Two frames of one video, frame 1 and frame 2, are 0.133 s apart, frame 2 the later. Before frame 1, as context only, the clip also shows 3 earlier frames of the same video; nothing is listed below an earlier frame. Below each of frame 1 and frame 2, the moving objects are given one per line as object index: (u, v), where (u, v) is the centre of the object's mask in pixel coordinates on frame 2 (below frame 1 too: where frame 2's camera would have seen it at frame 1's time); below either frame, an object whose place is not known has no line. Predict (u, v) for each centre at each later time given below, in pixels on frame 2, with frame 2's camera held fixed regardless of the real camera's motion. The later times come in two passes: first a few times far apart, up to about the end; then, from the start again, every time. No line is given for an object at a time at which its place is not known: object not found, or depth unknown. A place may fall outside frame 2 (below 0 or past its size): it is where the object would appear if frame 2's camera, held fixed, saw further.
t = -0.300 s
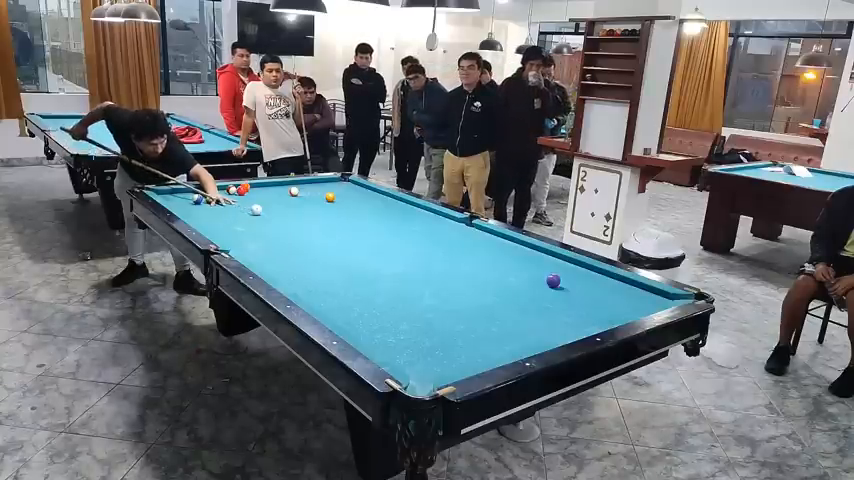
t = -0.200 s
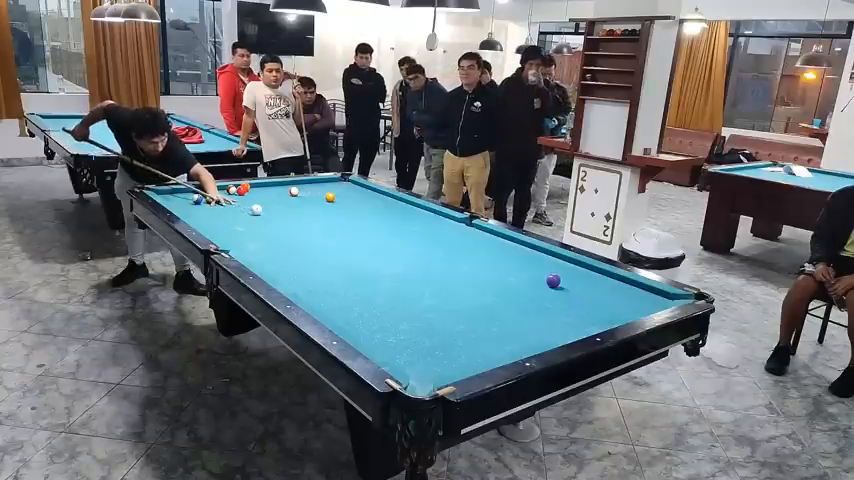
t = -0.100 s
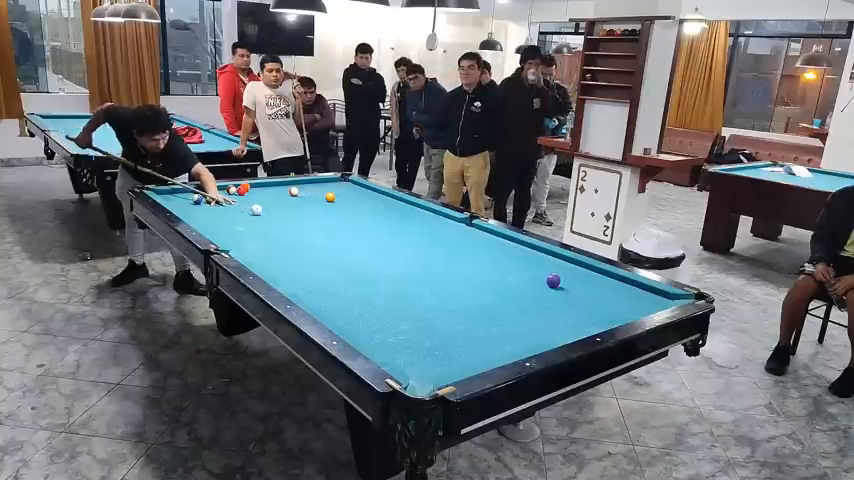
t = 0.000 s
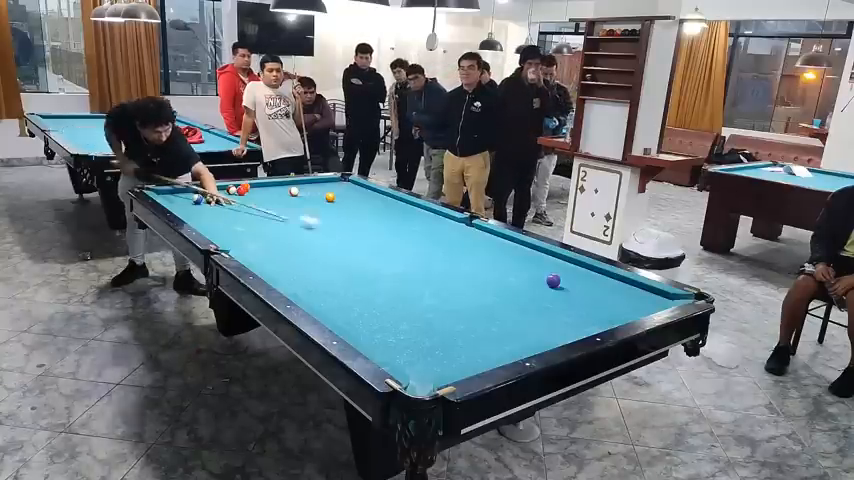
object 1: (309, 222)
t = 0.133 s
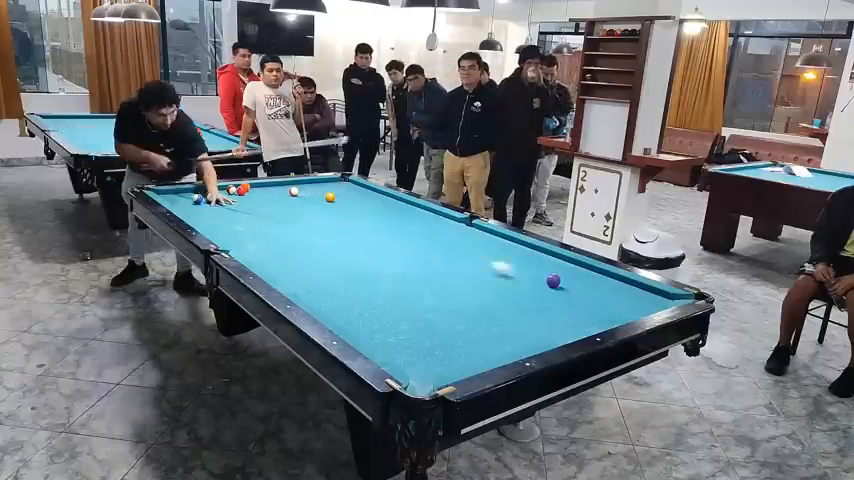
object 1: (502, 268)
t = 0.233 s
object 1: (542, 293)
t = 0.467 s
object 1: (543, 331)
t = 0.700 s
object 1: (471, 342)
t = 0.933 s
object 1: (377, 344)
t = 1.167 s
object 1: (387, 316)
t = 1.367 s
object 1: (396, 296)
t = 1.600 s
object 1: (405, 276)
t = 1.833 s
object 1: (412, 260)
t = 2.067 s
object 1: (418, 246)
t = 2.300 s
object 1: (423, 235)
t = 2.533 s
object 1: (428, 225)
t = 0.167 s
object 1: (540, 281)
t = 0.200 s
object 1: (542, 287)
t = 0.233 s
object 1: (542, 293)
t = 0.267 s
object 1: (543, 298)
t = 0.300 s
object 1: (544, 304)
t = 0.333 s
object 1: (544, 309)
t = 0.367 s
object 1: (544, 315)
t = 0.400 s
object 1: (544, 320)
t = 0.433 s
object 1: (544, 326)
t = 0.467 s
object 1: (543, 331)
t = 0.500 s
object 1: (542, 335)
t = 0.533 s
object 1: (537, 339)
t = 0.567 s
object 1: (524, 340)
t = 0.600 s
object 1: (511, 341)
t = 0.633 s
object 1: (498, 342)
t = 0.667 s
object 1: (485, 342)
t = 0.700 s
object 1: (471, 342)
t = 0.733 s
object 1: (458, 342)
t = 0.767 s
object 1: (445, 343)
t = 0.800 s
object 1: (431, 343)
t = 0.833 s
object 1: (418, 344)
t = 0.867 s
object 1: (404, 344)
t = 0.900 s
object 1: (390, 344)
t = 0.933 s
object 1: (377, 344)
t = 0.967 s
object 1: (375, 340)
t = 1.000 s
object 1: (377, 336)
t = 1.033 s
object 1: (379, 332)
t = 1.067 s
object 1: (381, 328)
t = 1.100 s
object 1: (383, 323)
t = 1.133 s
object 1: (385, 320)
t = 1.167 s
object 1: (387, 316)
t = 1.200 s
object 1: (388, 313)
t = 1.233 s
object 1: (390, 309)
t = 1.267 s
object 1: (391, 305)
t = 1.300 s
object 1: (393, 302)
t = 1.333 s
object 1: (394, 299)
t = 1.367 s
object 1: (396, 296)
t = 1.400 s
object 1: (397, 293)
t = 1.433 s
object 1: (398, 290)
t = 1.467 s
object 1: (400, 287)
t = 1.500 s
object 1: (401, 284)
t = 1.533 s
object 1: (402, 281)
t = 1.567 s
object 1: (403, 279)
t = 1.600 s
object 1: (405, 276)
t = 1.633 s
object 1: (406, 274)
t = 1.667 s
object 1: (407, 271)
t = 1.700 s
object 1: (408, 269)
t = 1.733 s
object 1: (409, 267)
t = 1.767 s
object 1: (410, 264)
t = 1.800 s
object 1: (411, 262)
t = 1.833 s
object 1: (412, 260)
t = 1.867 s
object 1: (413, 258)
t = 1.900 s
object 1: (414, 256)
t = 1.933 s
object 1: (414, 254)
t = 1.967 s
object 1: (415, 252)
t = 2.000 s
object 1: (416, 250)
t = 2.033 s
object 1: (417, 248)
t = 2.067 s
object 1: (418, 246)
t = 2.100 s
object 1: (418, 244)
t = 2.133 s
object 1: (419, 243)
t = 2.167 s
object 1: (420, 241)
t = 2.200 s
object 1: (421, 239)
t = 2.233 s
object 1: (422, 238)
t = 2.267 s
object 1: (423, 236)
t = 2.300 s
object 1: (423, 235)
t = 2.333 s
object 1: (424, 233)
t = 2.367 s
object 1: (425, 232)
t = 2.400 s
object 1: (425, 230)
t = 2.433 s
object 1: (426, 229)
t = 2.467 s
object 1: (427, 227)
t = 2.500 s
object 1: (427, 226)
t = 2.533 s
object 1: (428, 225)
